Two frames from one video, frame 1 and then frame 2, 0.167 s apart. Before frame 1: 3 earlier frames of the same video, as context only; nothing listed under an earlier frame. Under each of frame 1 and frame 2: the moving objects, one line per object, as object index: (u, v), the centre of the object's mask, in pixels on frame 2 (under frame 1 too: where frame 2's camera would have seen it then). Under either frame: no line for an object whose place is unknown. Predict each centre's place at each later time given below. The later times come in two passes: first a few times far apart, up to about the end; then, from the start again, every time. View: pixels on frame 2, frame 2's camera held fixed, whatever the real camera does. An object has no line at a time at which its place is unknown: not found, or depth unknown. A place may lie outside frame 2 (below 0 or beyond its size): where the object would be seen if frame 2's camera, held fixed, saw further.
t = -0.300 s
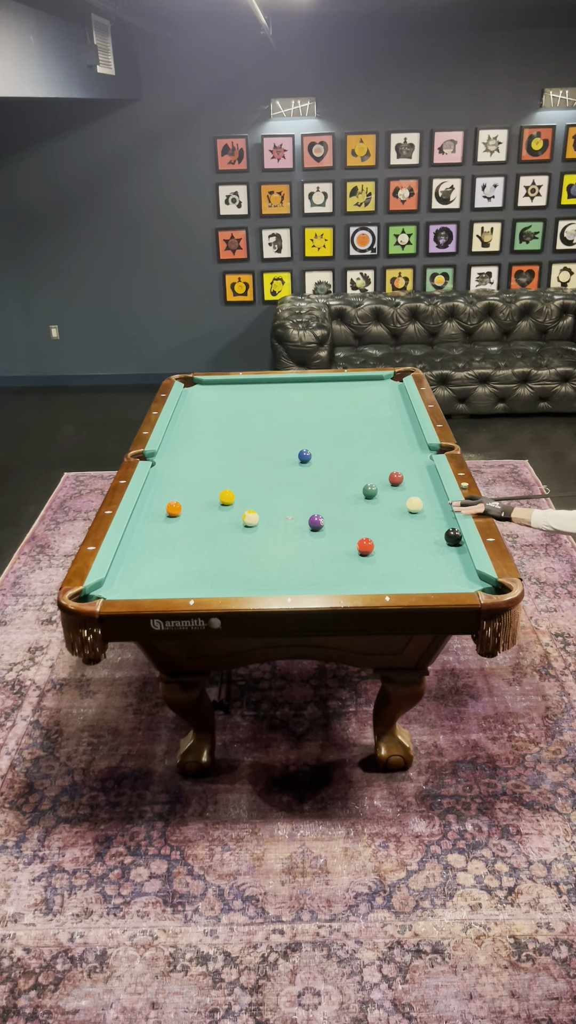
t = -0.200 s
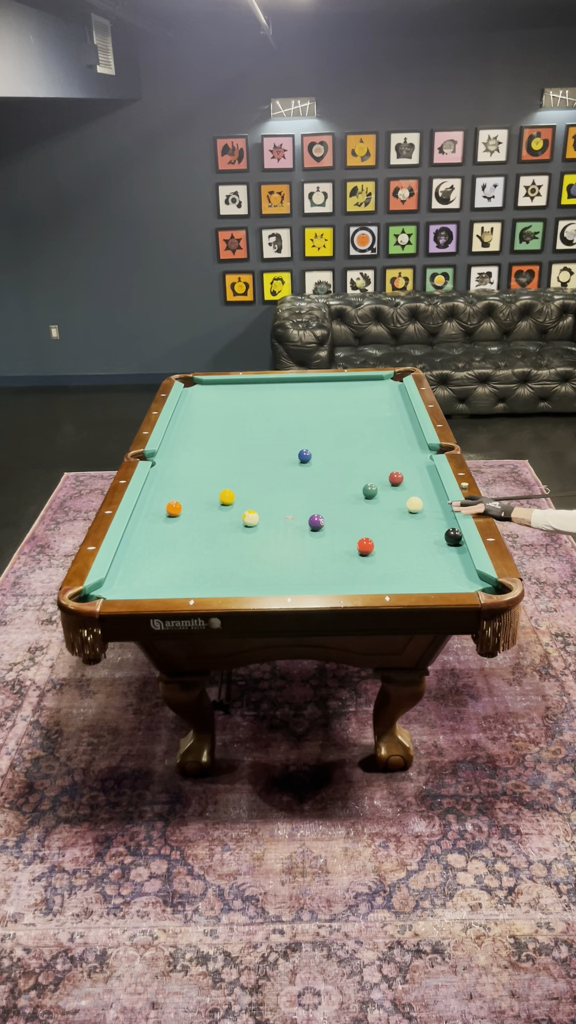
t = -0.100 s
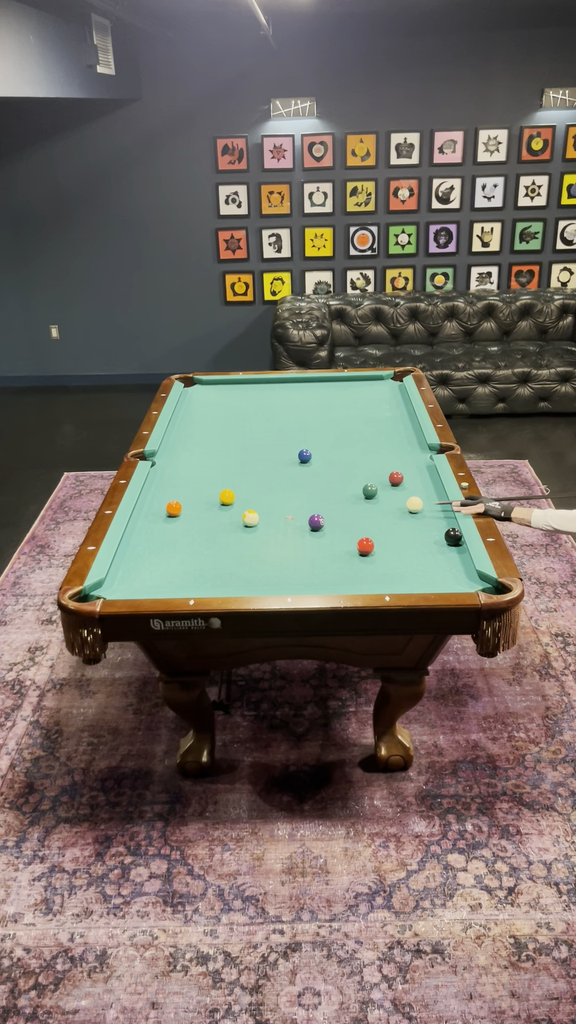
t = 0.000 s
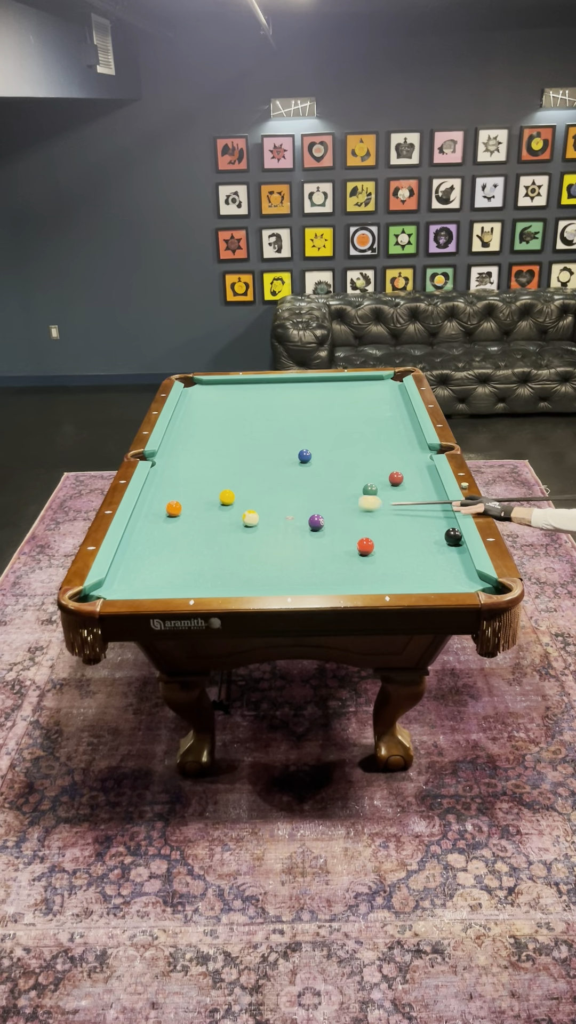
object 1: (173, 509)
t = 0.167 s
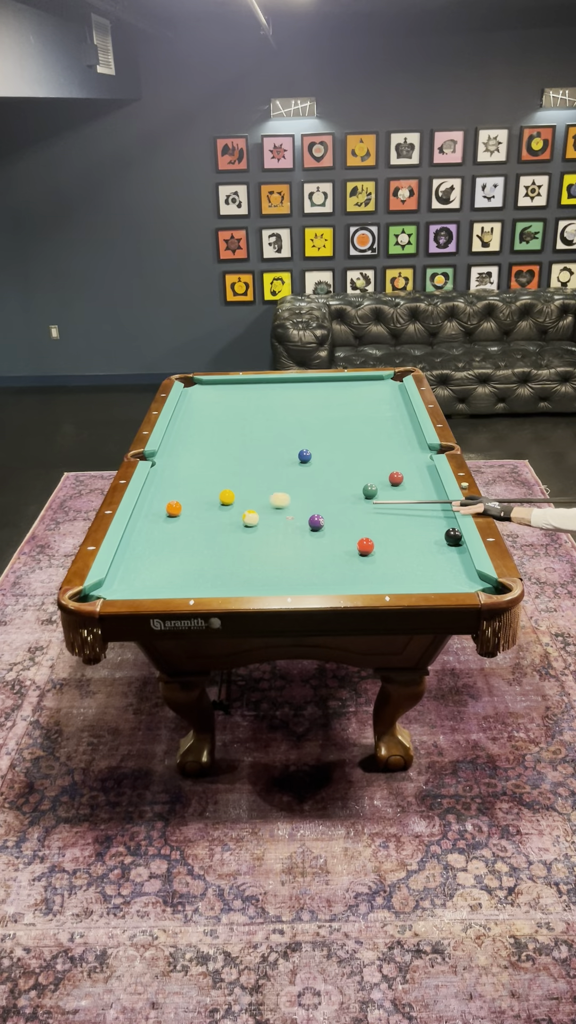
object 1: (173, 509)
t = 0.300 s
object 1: (173, 509)
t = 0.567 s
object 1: (174, 509)
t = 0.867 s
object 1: (160, 506)
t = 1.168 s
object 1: (146, 504)
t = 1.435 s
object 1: (147, 502)
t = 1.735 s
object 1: (153, 501)
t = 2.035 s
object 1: (157, 501)
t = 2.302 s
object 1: (158, 501)
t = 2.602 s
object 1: (158, 501)
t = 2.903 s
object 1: (158, 501)
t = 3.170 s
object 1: (158, 501)
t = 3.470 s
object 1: (158, 501)
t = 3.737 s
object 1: (158, 501)
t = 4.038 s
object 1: (158, 501)
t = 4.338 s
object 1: (158, 501)
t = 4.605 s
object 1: (158, 501)
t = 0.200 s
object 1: (174, 509)
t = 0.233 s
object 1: (173, 509)
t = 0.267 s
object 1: (174, 509)
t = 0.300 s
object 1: (173, 509)
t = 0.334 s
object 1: (173, 509)
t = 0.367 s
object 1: (173, 509)
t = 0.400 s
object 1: (173, 509)
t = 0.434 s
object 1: (174, 509)
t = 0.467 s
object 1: (173, 509)
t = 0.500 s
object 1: (173, 509)
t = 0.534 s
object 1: (173, 509)
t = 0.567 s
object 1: (174, 509)
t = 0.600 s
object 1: (173, 509)
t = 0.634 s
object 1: (173, 509)
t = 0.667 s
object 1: (170, 508)
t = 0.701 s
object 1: (168, 508)
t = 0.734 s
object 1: (167, 507)
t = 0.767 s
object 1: (165, 507)
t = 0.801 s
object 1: (163, 507)
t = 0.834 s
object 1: (161, 506)
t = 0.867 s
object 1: (160, 506)
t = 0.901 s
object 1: (158, 506)
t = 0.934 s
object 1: (157, 506)
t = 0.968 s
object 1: (155, 506)
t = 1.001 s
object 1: (154, 505)
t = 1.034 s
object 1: (152, 505)
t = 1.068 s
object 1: (151, 505)
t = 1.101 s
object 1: (149, 504)
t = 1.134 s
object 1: (148, 504)
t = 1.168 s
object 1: (146, 504)
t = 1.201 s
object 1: (144, 504)
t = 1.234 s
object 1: (143, 503)
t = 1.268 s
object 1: (143, 503)
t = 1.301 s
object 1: (144, 503)
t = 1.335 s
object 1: (145, 503)
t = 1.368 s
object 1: (146, 503)
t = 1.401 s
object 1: (146, 503)
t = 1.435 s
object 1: (147, 502)
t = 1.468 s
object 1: (148, 502)
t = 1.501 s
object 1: (149, 502)
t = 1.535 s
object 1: (149, 502)
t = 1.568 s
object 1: (150, 502)
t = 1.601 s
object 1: (151, 502)
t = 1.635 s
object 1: (151, 501)
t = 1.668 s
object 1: (152, 501)
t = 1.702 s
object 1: (152, 501)
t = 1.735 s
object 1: (153, 501)
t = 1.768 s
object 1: (153, 501)
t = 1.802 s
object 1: (154, 501)
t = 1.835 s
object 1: (154, 501)
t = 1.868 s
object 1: (155, 501)
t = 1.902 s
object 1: (155, 501)
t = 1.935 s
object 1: (156, 501)
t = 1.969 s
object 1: (156, 501)
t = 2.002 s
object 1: (157, 501)
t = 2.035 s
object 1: (157, 501)
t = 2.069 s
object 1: (157, 501)
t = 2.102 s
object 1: (158, 501)
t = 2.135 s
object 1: (158, 501)
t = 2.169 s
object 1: (158, 501)
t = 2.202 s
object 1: (158, 501)
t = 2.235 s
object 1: (158, 501)
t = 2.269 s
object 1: (158, 501)
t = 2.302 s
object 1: (158, 501)
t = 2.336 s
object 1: (159, 501)
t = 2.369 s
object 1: (158, 501)
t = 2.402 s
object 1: (158, 501)
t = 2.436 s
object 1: (158, 501)
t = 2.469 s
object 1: (159, 501)
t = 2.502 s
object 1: (158, 501)
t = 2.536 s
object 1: (158, 501)
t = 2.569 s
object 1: (158, 501)
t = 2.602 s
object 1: (158, 501)
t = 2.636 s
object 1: (158, 501)
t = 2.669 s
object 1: (158, 501)
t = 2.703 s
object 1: (158, 501)
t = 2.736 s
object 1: (158, 501)
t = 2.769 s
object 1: (158, 501)
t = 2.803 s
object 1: (158, 501)
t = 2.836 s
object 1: (159, 501)
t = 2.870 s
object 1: (159, 500)
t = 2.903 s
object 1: (158, 501)
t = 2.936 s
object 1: (159, 500)
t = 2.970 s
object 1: (158, 501)
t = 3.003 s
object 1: (159, 501)
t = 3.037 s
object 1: (158, 501)
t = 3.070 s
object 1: (159, 500)
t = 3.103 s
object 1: (158, 501)
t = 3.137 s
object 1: (159, 500)
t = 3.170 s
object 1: (158, 501)
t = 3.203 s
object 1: (159, 500)
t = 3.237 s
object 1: (158, 501)
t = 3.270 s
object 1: (159, 500)
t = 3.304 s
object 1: (158, 501)
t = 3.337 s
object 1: (158, 501)
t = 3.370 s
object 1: (158, 501)
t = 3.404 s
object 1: (159, 500)
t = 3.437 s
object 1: (158, 501)
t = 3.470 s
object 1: (158, 501)
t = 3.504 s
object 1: (158, 501)
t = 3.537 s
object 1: (158, 501)
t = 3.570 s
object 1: (158, 501)
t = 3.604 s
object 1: (158, 501)
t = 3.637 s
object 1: (159, 500)
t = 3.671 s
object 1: (158, 501)
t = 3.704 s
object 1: (158, 501)
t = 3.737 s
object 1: (158, 501)
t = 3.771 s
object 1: (158, 501)
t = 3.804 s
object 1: (158, 501)
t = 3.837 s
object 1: (158, 501)
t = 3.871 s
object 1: (158, 501)
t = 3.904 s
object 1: (158, 501)
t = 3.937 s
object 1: (158, 501)
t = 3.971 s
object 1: (158, 501)
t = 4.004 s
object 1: (158, 501)
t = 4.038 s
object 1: (158, 501)
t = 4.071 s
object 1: (159, 500)
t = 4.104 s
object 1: (158, 501)
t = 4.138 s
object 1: (158, 501)
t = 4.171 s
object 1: (159, 500)
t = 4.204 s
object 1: (158, 501)
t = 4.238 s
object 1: (159, 500)
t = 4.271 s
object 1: (158, 501)
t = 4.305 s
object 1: (159, 500)
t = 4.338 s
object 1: (158, 501)
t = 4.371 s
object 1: (159, 500)
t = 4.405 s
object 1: (158, 501)
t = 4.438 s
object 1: (159, 500)
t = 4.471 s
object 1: (158, 501)
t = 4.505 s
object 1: (159, 500)
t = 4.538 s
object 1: (158, 501)
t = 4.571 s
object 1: (159, 500)
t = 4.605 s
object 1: (158, 501)
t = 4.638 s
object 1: (159, 500)
